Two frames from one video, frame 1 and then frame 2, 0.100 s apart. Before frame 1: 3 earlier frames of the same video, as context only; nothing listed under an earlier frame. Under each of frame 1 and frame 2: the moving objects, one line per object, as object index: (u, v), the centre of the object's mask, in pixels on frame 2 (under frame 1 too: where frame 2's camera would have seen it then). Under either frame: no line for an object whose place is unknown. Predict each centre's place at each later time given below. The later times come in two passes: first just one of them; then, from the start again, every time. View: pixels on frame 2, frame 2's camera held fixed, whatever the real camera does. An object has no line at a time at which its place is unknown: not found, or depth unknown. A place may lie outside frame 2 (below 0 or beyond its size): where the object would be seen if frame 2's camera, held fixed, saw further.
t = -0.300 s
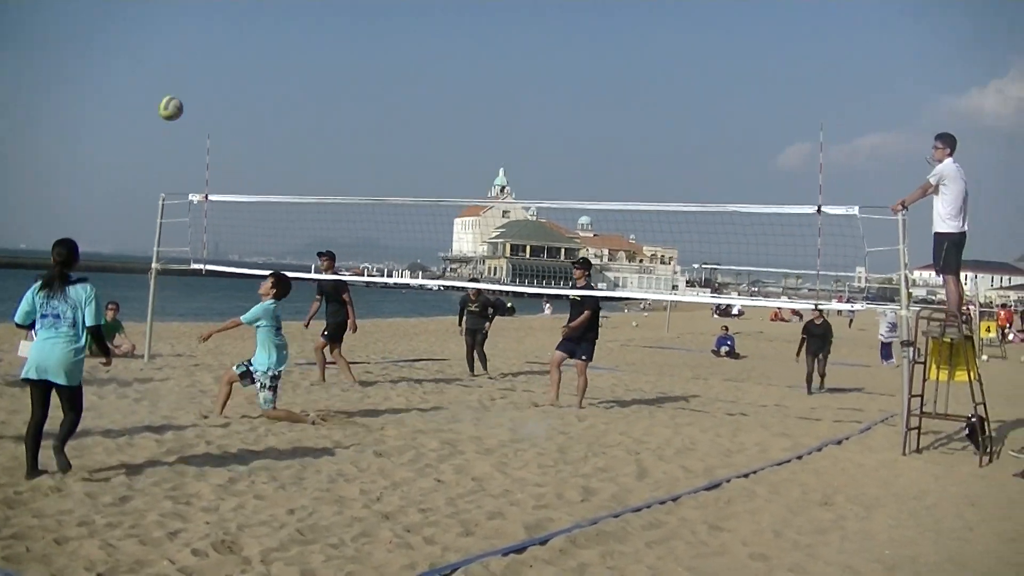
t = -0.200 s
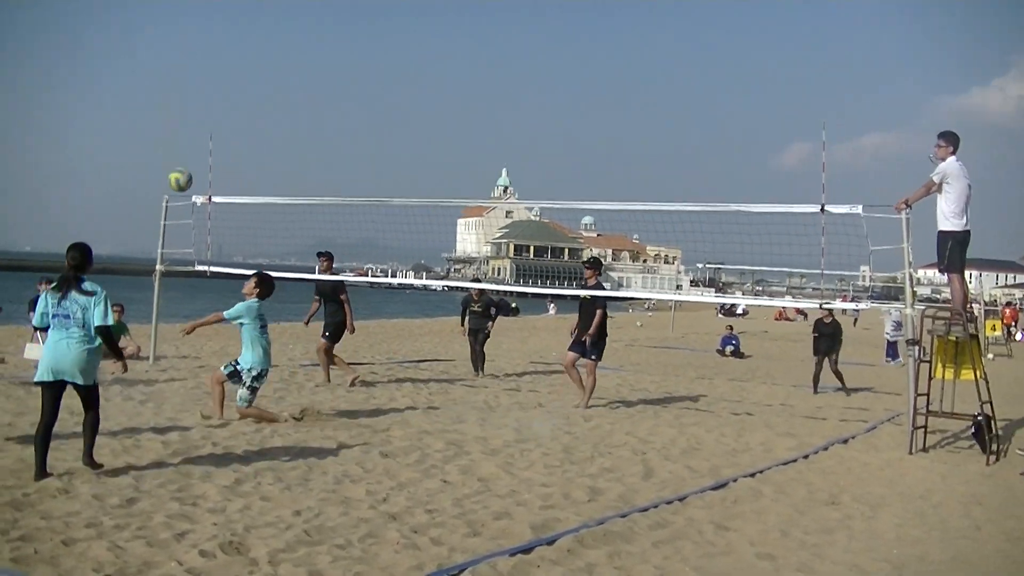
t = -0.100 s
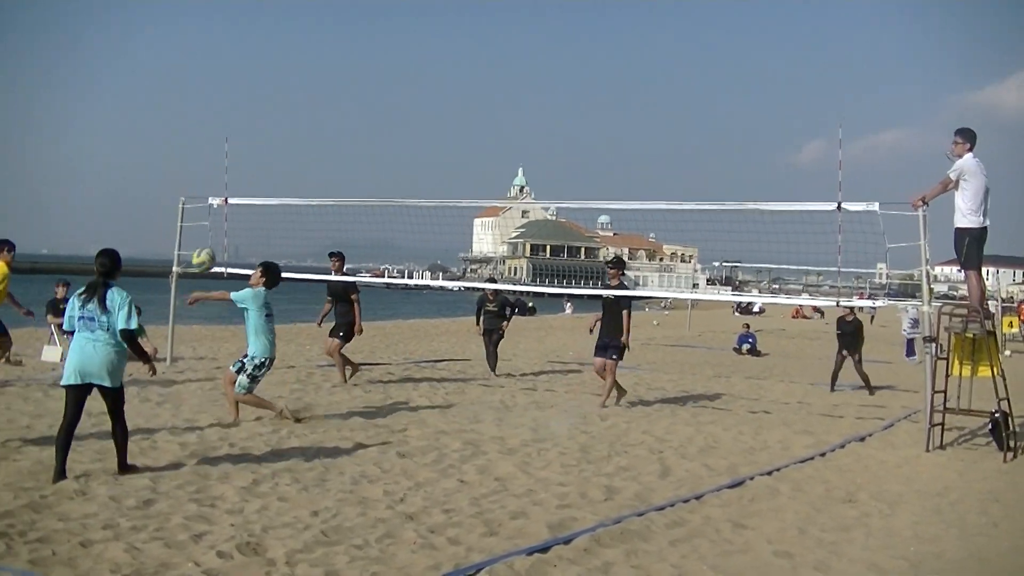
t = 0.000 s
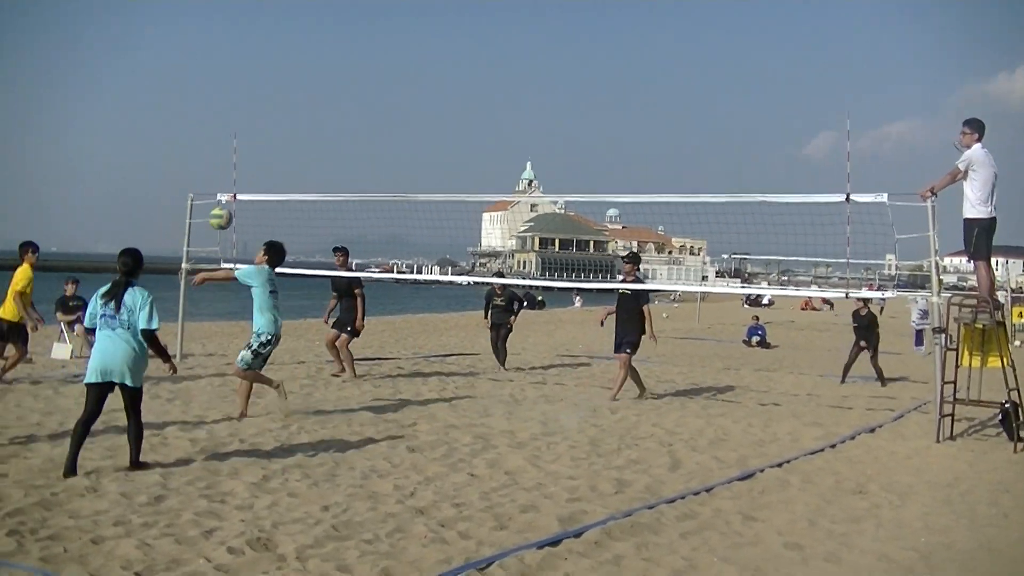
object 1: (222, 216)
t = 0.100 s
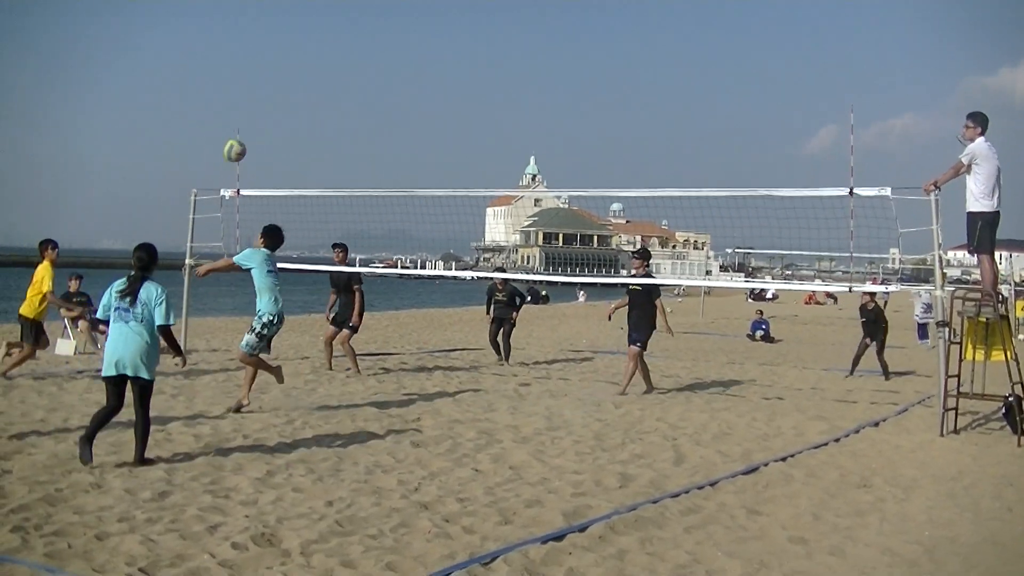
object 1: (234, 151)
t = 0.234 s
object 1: (249, 87)
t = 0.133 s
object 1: (238, 133)
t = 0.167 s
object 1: (242, 116)
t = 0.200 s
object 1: (245, 101)
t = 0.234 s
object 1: (249, 87)
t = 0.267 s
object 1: (252, 74)
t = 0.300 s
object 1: (254, 63)
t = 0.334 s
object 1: (256, 53)
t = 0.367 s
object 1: (259, 44)
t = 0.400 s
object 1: (261, 36)
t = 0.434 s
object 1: (264, 29)
